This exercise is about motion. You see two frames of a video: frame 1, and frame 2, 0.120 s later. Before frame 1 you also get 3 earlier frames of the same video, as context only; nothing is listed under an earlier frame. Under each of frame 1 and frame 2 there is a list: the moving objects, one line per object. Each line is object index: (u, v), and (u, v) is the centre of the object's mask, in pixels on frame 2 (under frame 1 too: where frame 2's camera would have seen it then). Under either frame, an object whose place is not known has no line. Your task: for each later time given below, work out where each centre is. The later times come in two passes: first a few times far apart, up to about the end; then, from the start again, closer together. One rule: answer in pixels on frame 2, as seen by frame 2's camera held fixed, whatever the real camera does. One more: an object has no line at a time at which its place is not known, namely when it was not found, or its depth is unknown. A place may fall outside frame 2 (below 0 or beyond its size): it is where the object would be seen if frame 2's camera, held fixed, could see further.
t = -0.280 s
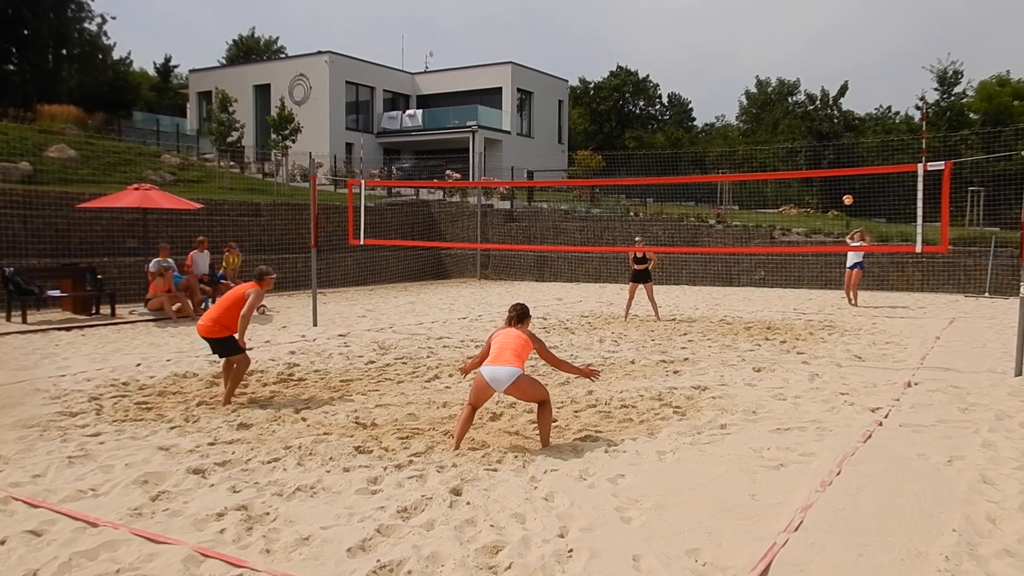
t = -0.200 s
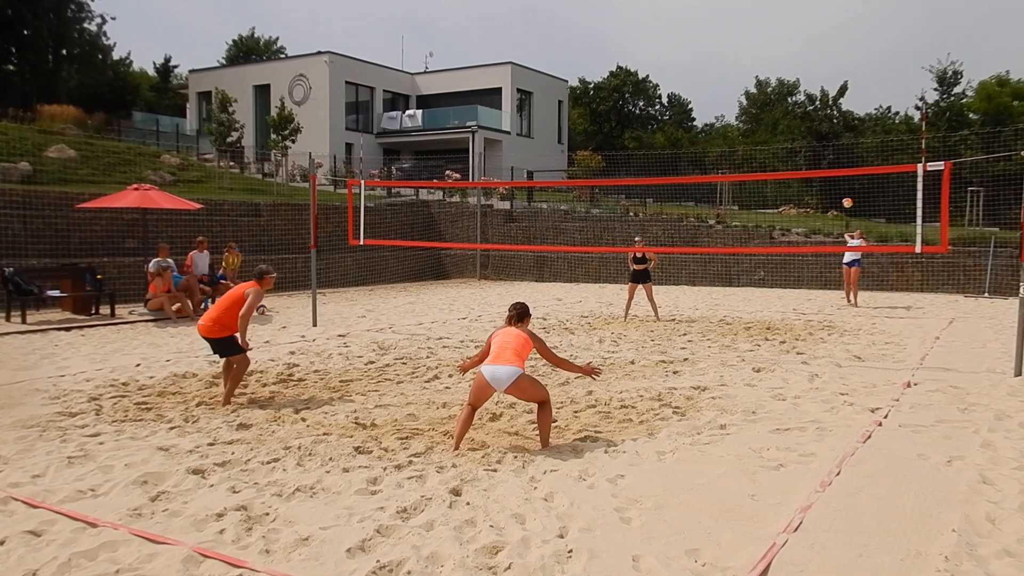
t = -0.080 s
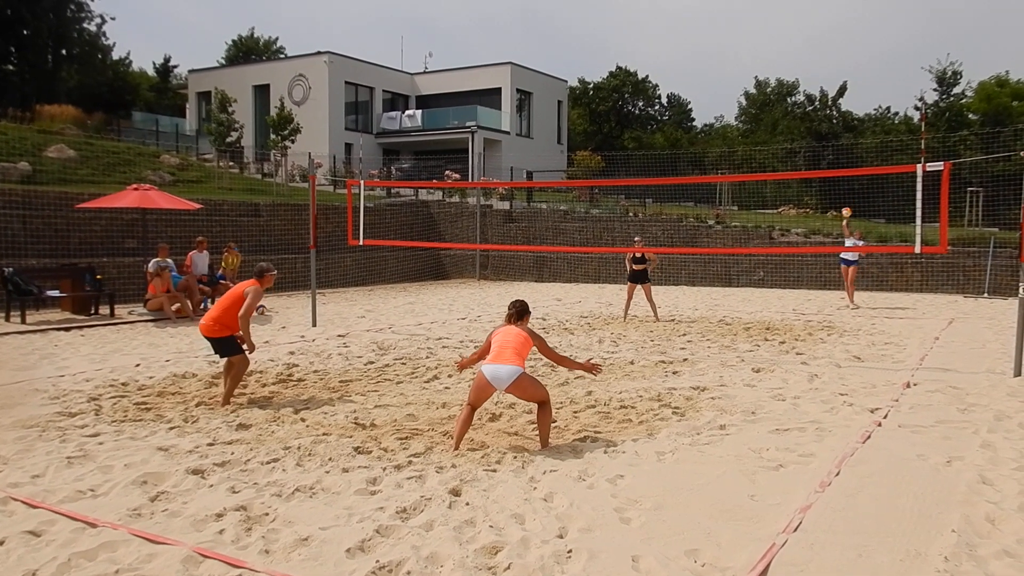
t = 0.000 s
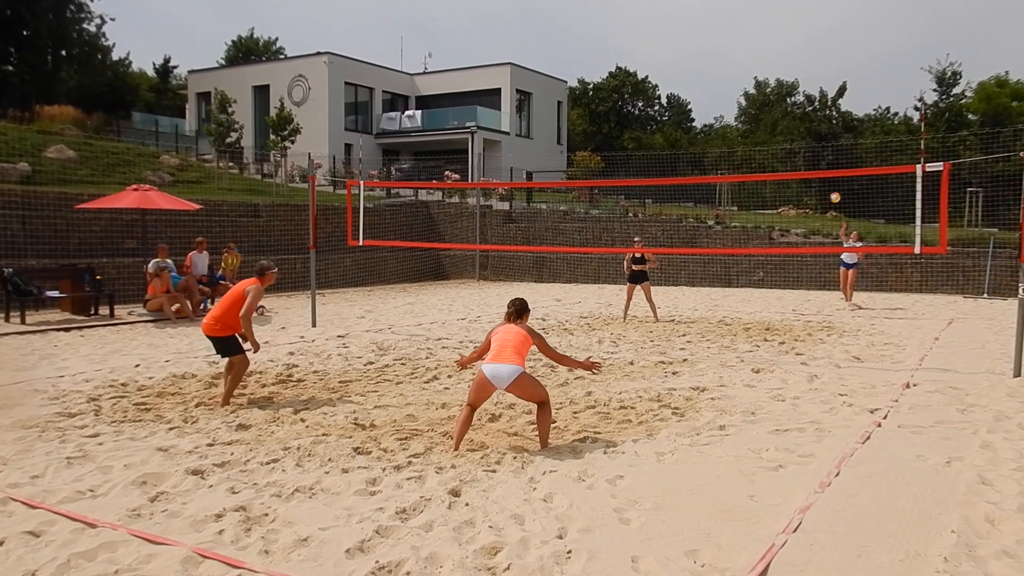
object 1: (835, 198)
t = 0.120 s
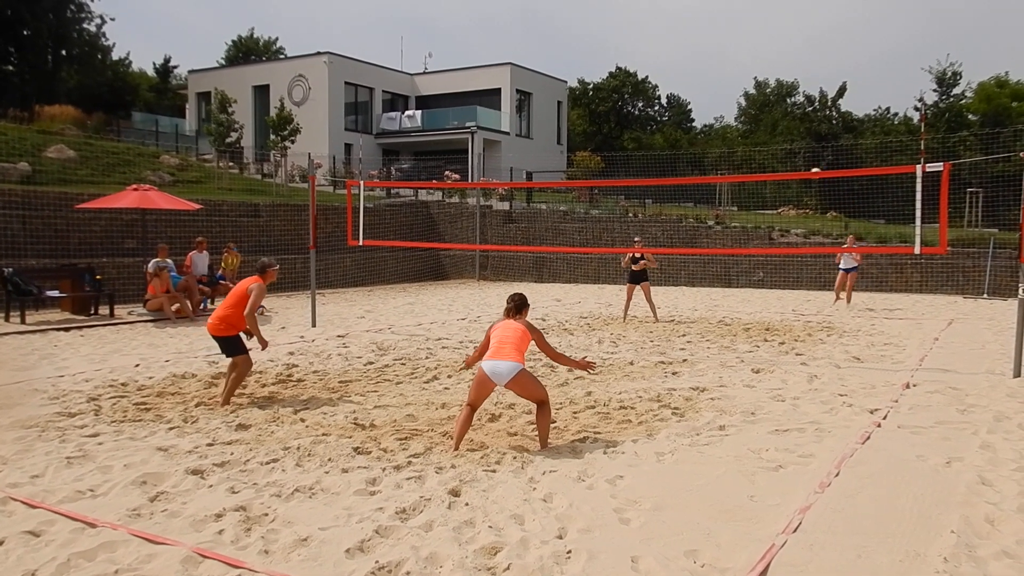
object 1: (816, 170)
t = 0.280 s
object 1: (785, 146)
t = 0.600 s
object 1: (703, 114)
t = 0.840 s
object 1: (611, 135)
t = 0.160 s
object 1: (809, 165)
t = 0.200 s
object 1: (801, 158)
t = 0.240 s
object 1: (793, 152)
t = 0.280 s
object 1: (785, 146)
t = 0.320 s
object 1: (777, 141)
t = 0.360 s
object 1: (767, 135)
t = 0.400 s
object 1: (758, 131)
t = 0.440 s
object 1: (748, 126)
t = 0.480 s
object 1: (737, 122)
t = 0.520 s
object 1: (726, 119)
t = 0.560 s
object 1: (716, 116)
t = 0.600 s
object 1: (703, 114)
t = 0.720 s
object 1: (663, 118)
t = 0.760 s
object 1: (647, 122)
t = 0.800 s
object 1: (630, 127)
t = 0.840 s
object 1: (611, 135)
